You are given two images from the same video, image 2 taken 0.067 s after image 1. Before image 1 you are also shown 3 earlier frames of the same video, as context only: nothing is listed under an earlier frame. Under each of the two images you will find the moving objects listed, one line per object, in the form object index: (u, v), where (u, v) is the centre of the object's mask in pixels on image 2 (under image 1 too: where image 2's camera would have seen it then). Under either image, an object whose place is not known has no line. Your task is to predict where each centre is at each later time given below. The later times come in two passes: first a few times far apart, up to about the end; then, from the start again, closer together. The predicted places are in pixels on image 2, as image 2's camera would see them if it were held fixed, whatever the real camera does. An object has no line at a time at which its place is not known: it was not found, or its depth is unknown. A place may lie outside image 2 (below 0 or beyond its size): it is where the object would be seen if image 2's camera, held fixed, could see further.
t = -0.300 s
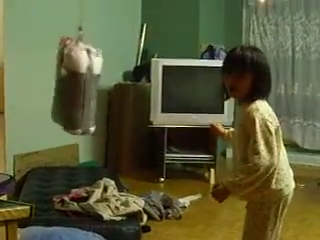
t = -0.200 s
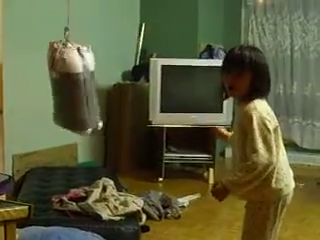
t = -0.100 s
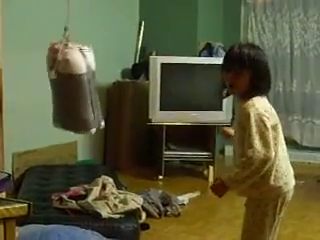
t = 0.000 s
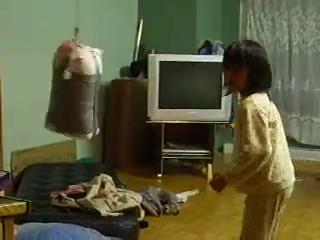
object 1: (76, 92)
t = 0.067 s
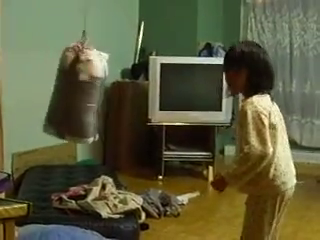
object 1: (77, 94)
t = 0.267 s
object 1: (80, 100)
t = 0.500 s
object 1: (86, 102)
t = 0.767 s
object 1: (93, 93)
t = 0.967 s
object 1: (95, 89)
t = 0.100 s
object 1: (77, 94)
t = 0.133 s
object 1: (78, 96)
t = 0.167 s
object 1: (78, 98)
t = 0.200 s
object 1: (79, 99)
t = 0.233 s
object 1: (79, 100)
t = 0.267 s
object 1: (80, 100)
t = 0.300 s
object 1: (81, 101)
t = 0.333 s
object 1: (81, 101)
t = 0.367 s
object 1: (82, 101)
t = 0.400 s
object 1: (83, 102)
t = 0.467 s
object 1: (85, 102)
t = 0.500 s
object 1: (86, 102)
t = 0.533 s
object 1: (88, 101)
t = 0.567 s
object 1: (89, 100)
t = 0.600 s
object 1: (90, 99)
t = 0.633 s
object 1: (91, 98)
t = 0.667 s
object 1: (92, 96)
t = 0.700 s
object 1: (93, 96)
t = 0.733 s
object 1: (93, 94)
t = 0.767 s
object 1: (93, 93)
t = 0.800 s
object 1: (93, 92)
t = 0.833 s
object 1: (93, 90)
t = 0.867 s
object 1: (93, 89)
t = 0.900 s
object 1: (93, 88)
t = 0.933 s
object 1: (94, 89)
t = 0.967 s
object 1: (95, 89)
